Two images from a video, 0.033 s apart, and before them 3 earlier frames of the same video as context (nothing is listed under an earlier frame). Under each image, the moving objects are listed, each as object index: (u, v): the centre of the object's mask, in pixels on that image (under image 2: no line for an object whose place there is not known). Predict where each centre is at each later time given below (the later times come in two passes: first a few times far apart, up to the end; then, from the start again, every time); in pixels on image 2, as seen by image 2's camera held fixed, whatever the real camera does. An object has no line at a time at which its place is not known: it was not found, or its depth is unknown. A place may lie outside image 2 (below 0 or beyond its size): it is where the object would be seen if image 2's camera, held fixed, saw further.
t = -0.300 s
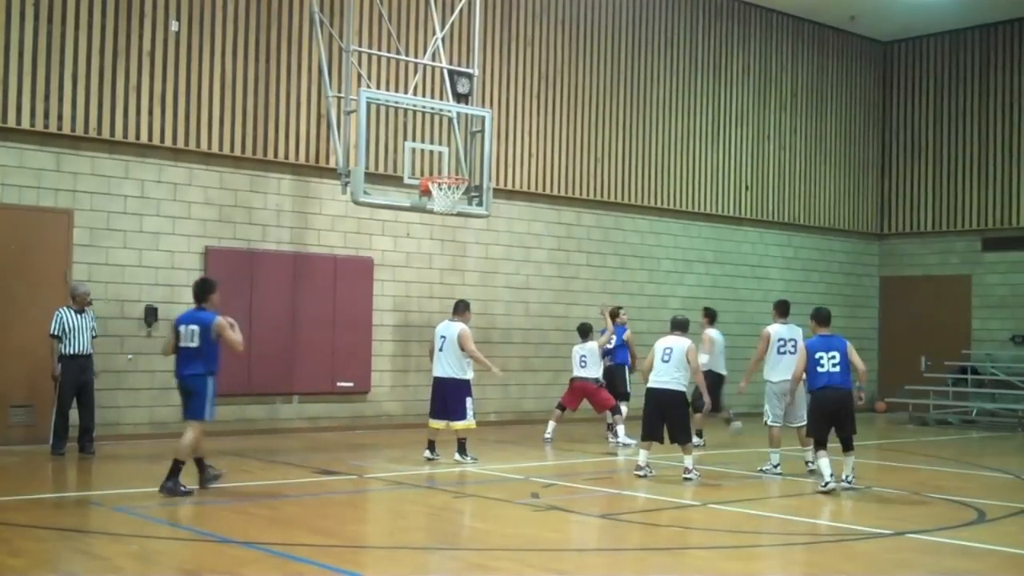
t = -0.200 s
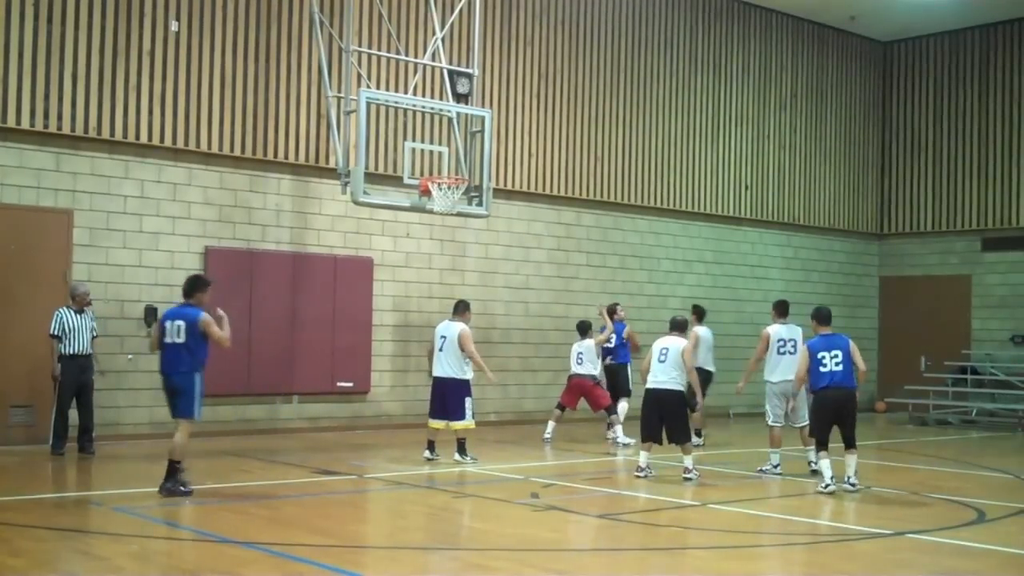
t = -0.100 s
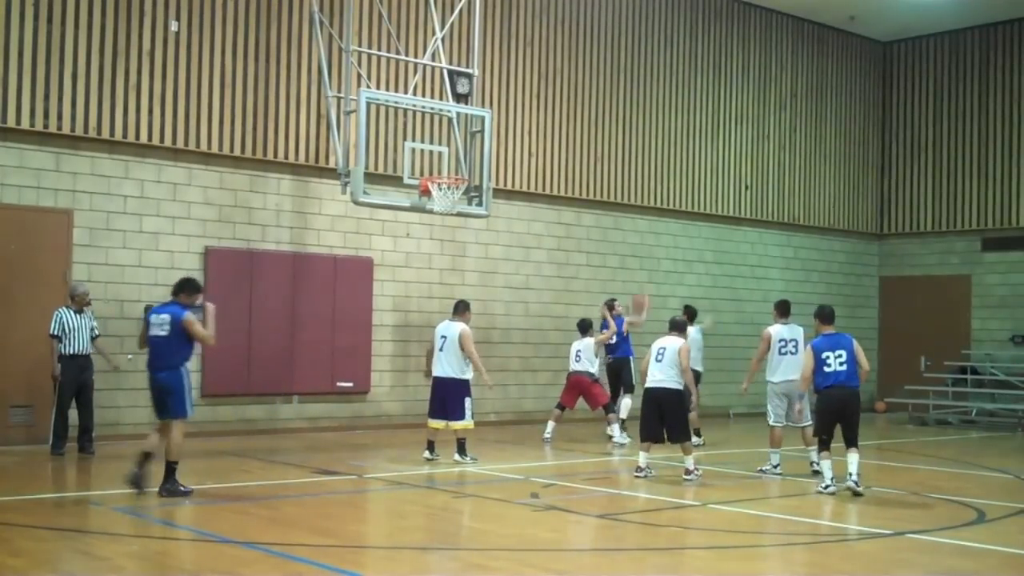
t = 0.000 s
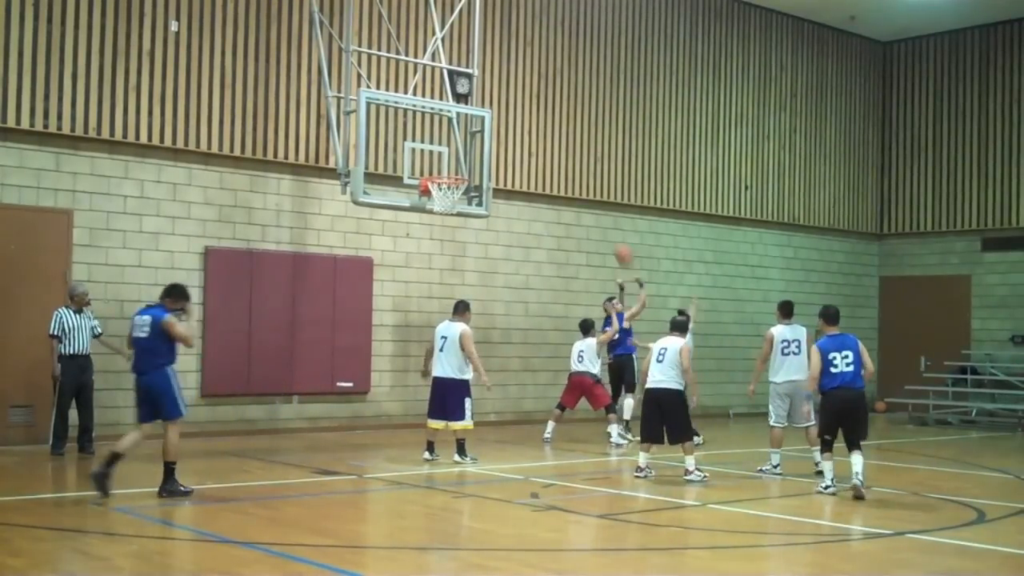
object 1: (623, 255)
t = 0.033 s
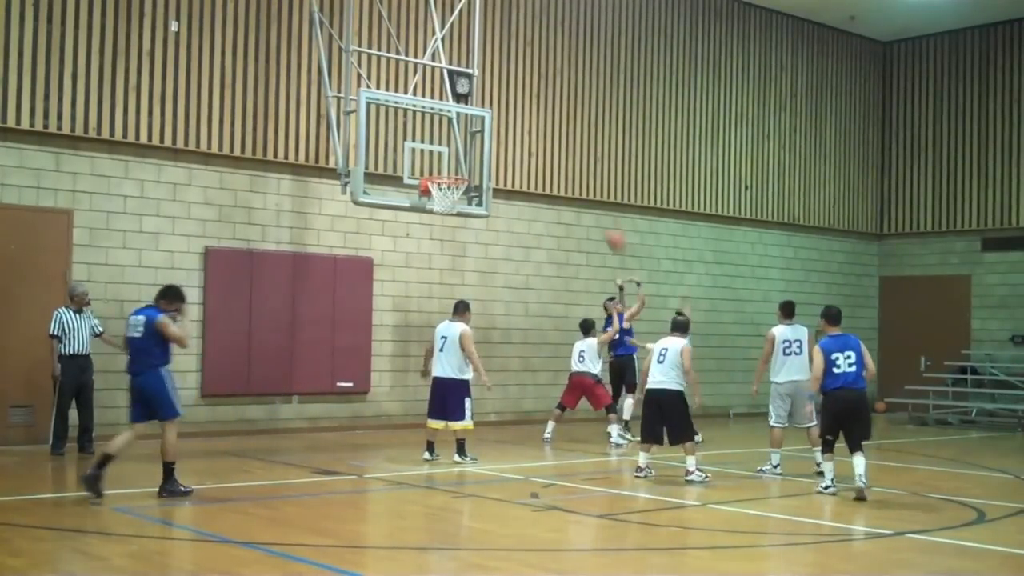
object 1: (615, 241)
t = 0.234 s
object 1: (563, 167)
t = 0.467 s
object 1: (492, 109)
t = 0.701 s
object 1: (401, 92)
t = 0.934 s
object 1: (287, 130)
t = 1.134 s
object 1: (162, 233)
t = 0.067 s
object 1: (607, 227)
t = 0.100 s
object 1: (598, 213)
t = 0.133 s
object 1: (591, 201)
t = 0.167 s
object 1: (581, 189)
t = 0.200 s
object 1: (572, 178)
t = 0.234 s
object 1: (563, 167)
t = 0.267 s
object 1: (553, 156)
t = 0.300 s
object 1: (544, 147)
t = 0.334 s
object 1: (535, 138)
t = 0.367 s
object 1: (524, 130)
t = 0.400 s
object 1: (513, 122)
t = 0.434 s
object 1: (502, 115)
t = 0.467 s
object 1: (492, 109)
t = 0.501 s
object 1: (481, 103)
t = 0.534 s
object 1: (468, 98)
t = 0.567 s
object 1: (457, 96)
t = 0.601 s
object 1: (442, 93)
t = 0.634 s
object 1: (430, 91)
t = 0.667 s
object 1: (415, 90)
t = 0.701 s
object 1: (401, 92)
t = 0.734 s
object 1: (387, 92)
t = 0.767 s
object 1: (370, 98)
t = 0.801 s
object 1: (354, 101)
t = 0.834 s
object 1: (338, 106)
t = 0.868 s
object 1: (323, 113)
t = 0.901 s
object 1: (306, 120)
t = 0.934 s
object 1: (287, 130)
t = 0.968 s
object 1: (269, 142)
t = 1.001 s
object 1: (247, 156)
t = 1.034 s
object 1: (229, 171)
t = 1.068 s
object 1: (207, 191)
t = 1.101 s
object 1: (187, 210)
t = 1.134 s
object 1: (162, 233)
